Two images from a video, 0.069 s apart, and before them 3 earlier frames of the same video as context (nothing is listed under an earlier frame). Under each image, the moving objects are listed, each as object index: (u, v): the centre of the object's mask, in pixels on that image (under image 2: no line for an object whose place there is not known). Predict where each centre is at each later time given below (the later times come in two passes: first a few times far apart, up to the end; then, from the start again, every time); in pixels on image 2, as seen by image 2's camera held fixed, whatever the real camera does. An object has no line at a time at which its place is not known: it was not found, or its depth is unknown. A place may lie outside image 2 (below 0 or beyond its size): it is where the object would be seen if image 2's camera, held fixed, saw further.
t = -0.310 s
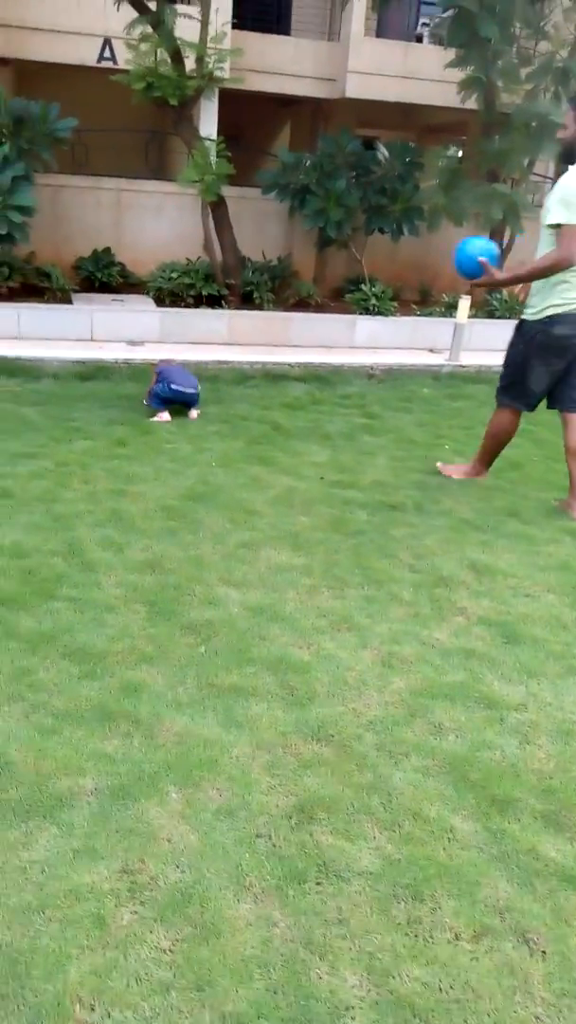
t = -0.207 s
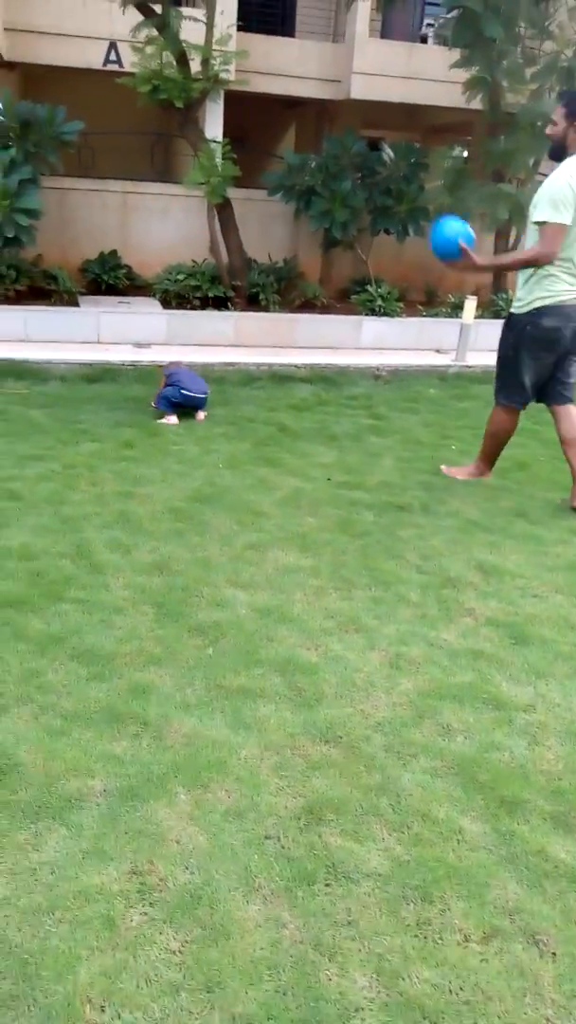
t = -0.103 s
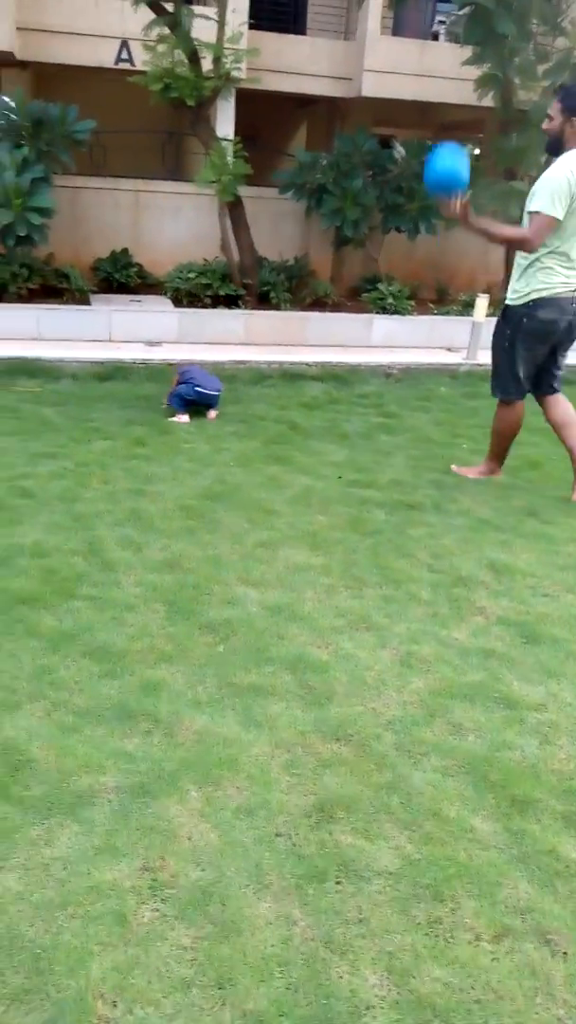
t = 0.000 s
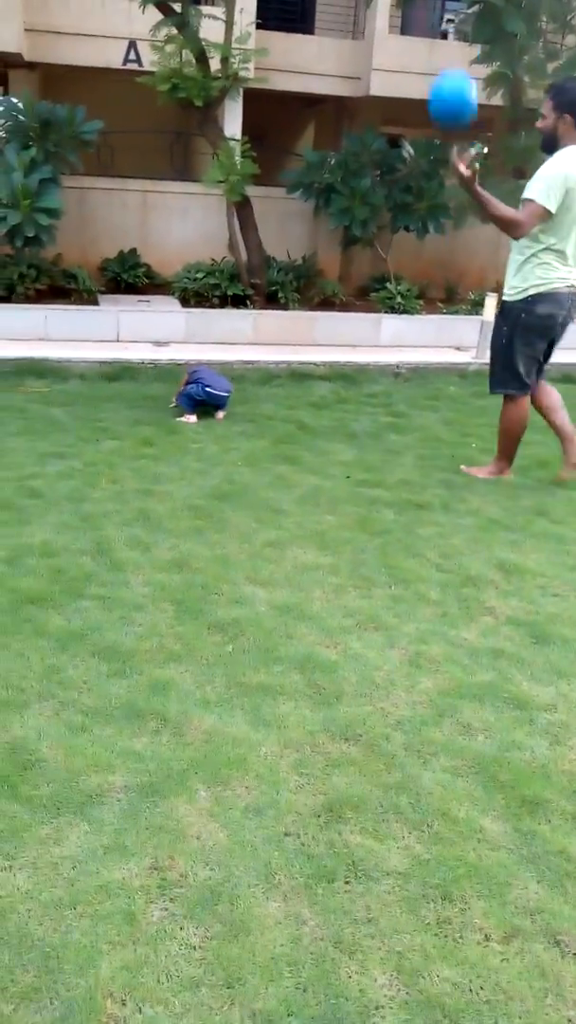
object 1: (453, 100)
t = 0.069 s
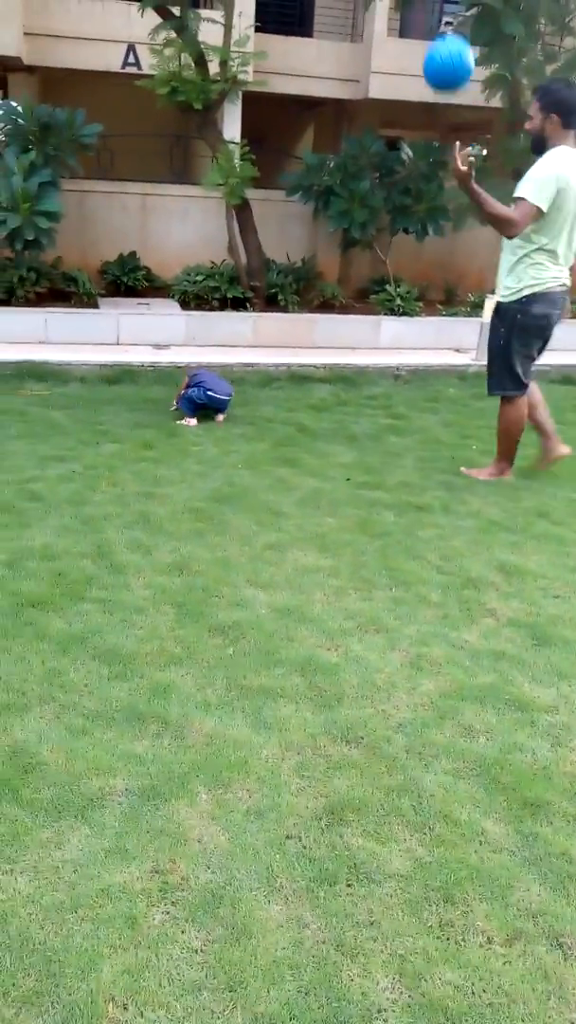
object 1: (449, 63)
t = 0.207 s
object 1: (439, 30)
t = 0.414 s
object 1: (411, 81)
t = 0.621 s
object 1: (371, 266)
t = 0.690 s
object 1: (356, 351)
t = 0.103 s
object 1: (447, 49)
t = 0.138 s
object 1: (445, 40)
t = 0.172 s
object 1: (442, 32)
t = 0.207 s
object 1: (439, 30)
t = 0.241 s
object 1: (435, 29)
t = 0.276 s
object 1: (431, 32)
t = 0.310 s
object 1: (427, 38)
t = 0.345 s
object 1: (422, 47)
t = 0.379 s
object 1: (417, 62)
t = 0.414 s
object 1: (411, 81)
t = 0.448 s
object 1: (403, 105)
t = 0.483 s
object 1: (398, 131)
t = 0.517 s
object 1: (392, 160)
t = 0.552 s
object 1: (385, 189)
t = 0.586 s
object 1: (378, 225)
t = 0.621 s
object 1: (371, 266)
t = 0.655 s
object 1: (364, 300)
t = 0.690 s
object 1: (356, 351)
